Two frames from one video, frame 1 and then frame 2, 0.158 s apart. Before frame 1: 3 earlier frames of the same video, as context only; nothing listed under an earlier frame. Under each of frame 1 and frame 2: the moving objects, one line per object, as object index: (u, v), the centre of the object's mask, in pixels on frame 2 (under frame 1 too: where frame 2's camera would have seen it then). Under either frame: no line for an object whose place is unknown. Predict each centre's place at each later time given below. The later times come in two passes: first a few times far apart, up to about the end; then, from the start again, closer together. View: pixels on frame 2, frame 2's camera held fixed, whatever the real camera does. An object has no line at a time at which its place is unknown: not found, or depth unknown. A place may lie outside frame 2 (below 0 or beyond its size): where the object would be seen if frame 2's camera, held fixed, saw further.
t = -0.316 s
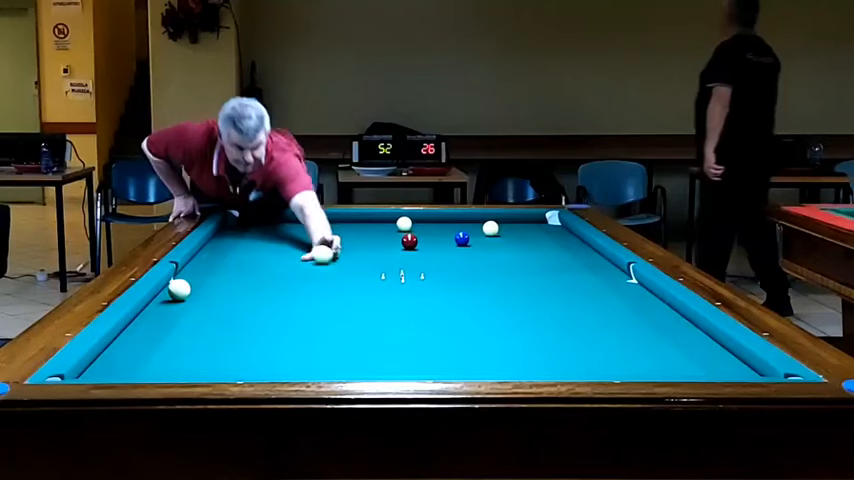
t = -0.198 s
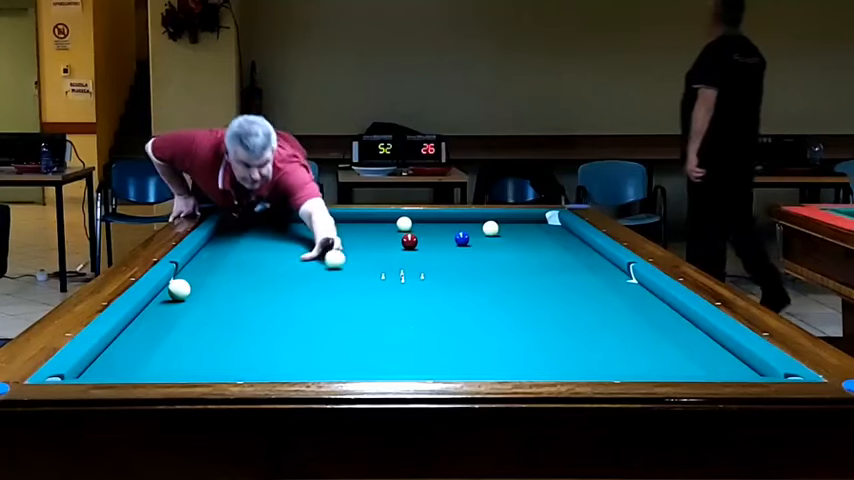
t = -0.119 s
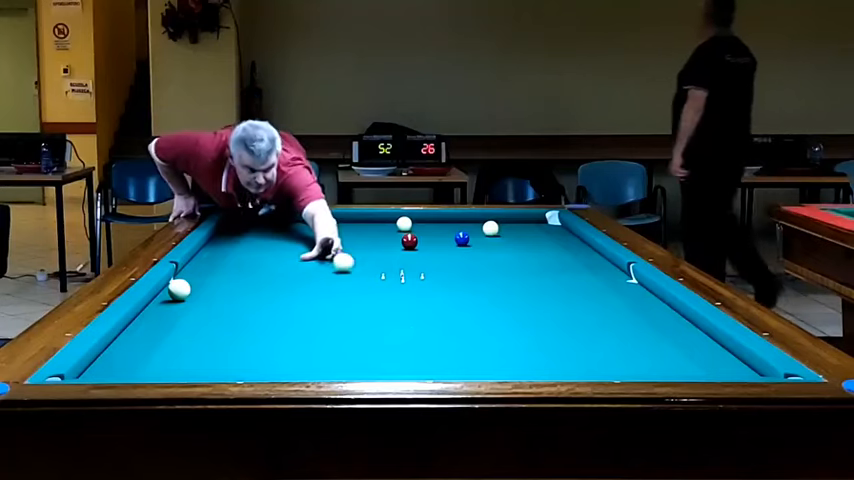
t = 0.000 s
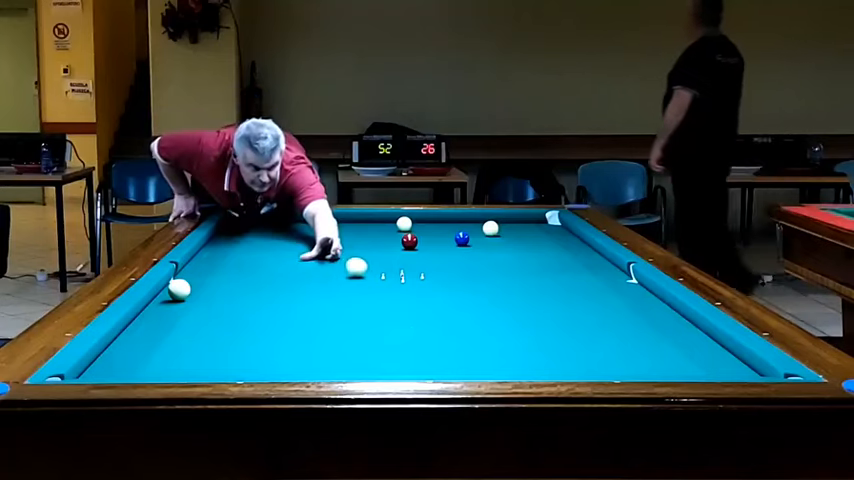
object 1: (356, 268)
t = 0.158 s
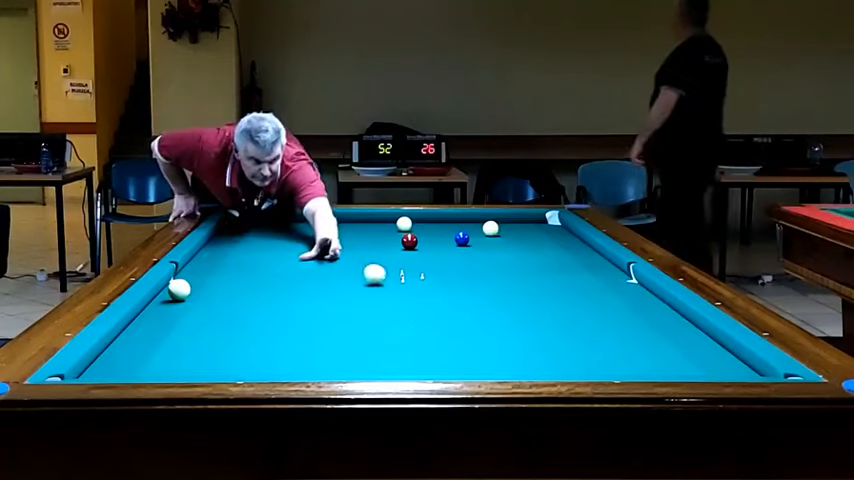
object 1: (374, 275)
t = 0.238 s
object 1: (383, 278)
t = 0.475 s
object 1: (414, 290)
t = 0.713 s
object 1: (448, 303)
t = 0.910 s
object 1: (480, 314)
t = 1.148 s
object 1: (521, 330)
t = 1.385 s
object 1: (568, 348)
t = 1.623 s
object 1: (620, 364)
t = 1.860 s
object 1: (668, 371)
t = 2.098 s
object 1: (679, 365)
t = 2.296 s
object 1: (688, 358)
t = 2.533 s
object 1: (697, 347)
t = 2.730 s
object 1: (704, 339)
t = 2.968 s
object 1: (691, 331)
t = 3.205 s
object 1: (672, 324)
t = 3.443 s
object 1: (655, 318)
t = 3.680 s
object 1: (639, 312)
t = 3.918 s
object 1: (624, 306)
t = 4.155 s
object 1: (611, 301)
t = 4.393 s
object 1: (598, 296)
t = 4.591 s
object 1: (589, 292)
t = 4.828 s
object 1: (578, 288)
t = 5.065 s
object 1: (568, 284)
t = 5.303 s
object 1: (559, 281)
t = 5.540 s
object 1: (550, 277)
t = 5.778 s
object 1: (544, 275)
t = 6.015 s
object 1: (536, 272)
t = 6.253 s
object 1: (529, 269)
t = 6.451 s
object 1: (524, 267)
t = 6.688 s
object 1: (518, 265)
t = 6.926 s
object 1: (512, 263)
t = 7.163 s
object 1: (506, 260)
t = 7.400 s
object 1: (501, 258)
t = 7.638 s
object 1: (497, 257)
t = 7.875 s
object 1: (493, 255)
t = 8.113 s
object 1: (489, 254)
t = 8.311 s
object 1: (486, 253)
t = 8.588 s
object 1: (483, 251)
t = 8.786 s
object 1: (481, 250)
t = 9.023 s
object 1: (479, 249)
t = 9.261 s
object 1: (476, 248)
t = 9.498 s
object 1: (475, 248)
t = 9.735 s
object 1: (473, 247)
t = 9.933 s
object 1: (472, 246)
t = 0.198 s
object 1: (379, 276)
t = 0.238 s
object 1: (383, 278)
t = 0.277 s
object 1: (388, 280)
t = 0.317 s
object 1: (394, 282)
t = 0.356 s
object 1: (399, 284)
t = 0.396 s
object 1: (404, 285)
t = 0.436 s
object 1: (409, 288)
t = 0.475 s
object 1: (414, 290)
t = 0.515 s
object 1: (420, 292)
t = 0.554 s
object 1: (425, 294)
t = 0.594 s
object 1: (431, 296)
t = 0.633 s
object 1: (437, 298)
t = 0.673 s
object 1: (442, 301)
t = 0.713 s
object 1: (448, 303)
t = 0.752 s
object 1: (454, 305)
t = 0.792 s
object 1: (461, 307)
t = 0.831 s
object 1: (467, 309)
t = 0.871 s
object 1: (473, 312)
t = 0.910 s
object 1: (480, 314)
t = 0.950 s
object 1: (486, 317)
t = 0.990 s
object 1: (493, 319)
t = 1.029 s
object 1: (500, 322)
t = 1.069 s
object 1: (507, 324)
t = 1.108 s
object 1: (514, 327)
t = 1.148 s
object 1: (521, 330)
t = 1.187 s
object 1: (529, 333)
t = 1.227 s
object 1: (536, 336)
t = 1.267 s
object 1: (544, 339)
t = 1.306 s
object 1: (552, 342)
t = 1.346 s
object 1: (560, 345)
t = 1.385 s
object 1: (568, 348)
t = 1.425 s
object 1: (576, 351)
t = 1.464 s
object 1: (585, 354)
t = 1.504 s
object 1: (593, 357)
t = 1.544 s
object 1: (602, 360)
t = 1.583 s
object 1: (611, 362)
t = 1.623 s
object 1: (620, 364)
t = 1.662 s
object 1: (629, 366)
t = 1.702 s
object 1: (639, 368)
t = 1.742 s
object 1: (649, 370)
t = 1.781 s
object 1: (659, 372)
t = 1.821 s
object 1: (667, 373)
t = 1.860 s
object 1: (668, 371)
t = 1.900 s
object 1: (669, 370)
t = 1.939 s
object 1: (671, 369)
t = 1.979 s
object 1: (673, 368)
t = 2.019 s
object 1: (675, 367)
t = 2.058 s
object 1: (677, 366)
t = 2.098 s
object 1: (679, 365)
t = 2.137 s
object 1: (681, 364)
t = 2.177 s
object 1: (683, 362)
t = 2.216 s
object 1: (685, 361)
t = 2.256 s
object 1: (686, 360)
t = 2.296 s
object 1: (688, 358)
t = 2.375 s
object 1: (691, 354)
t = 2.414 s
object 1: (693, 353)
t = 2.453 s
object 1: (694, 351)
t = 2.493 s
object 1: (696, 349)
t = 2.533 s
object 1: (697, 347)
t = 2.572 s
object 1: (699, 346)
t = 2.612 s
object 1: (700, 344)
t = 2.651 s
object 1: (702, 342)
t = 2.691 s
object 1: (703, 341)
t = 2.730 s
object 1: (704, 339)
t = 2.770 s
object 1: (706, 338)
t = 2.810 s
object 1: (704, 336)
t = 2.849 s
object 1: (701, 335)
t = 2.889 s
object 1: (697, 334)
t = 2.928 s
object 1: (694, 332)
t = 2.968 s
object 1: (691, 331)
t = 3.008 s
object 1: (688, 330)
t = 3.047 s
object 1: (684, 329)
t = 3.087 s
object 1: (681, 327)
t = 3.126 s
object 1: (678, 326)
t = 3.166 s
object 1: (675, 325)
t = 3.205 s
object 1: (672, 324)
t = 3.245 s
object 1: (669, 323)
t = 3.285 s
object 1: (667, 322)
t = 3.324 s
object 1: (664, 321)
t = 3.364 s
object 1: (661, 320)
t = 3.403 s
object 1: (658, 318)
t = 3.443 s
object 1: (655, 318)
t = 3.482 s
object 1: (652, 316)
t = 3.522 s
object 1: (650, 315)
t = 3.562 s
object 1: (647, 314)
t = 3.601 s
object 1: (644, 313)
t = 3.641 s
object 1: (642, 312)
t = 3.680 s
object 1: (639, 312)
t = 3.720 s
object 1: (637, 311)
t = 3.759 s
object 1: (634, 309)
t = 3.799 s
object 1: (631, 308)
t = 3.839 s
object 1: (629, 307)
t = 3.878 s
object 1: (627, 307)
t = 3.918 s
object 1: (624, 306)
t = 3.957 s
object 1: (622, 305)
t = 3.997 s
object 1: (620, 304)
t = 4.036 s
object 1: (617, 303)
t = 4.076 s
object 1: (615, 302)
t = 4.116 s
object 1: (613, 301)
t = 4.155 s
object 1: (611, 301)
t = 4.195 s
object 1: (608, 300)
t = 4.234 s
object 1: (606, 299)
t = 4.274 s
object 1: (604, 298)
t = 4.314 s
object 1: (602, 297)
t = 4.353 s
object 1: (600, 297)
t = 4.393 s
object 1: (598, 296)
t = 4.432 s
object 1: (596, 295)
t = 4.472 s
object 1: (594, 294)
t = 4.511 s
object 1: (593, 294)
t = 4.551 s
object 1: (591, 293)
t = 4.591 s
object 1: (589, 292)
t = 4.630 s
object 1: (587, 291)
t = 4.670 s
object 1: (585, 291)
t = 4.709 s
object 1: (583, 290)
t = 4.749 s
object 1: (582, 289)
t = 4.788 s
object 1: (580, 289)
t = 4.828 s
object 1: (578, 288)
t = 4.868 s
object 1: (576, 287)
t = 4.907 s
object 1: (575, 287)
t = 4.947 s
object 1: (573, 286)
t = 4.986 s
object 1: (571, 285)
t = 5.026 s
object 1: (570, 285)
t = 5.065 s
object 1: (568, 284)
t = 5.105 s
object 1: (567, 284)
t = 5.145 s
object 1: (565, 283)
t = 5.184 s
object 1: (564, 282)
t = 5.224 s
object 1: (562, 282)
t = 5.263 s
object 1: (561, 281)
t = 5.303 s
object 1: (559, 281)
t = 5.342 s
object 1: (558, 280)
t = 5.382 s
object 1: (556, 279)
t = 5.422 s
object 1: (555, 279)
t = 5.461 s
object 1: (553, 278)
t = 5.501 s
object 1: (552, 278)
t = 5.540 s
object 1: (550, 277)
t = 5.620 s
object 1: (549, 277)
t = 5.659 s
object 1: (548, 276)
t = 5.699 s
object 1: (547, 276)
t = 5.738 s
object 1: (545, 275)
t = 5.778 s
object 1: (544, 275)
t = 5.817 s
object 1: (543, 274)
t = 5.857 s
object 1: (541, 274)
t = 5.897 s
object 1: (540, 273)
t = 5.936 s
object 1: (539, 273)
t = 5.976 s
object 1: (538, 272)
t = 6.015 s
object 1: (536, 272)
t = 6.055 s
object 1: (535, 272)
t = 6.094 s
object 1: (534, 271)
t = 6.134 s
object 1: (533, 271)
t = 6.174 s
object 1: (532, 270)
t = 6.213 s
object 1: (530, 270)
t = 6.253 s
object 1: (529, 269)
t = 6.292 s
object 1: (528, 269)
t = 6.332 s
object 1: (527, 268)
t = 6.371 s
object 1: (526, 268)
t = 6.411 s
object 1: (525, 268)
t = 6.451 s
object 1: (524, 267)
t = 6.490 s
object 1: (522, 267)
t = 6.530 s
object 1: (522, 266)
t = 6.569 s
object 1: (521, 266)
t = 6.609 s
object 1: (520, 265)
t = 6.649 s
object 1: (519, 265)
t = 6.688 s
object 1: (518, 265)
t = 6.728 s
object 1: (517, 264)
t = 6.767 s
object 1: (516, 264)
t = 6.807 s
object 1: (515, 264)
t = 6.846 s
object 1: (514, 263)
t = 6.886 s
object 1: (513, 263)
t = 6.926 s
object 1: (512, 263)
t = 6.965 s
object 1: (511, 262)
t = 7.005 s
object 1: (510, 262)
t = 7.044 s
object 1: (509, 261)
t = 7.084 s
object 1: (508, 261)
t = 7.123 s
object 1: (507, 261)
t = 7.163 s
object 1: (506, 260)
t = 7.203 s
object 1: (505, 260)
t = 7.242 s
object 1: (504, 260)
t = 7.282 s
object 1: (503, 259)
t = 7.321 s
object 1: (503, 259)
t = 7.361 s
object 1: (502, 259)
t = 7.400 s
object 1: (501, 258)
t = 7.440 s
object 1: (500, 258)
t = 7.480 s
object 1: (500, 258)
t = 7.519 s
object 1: (499, 257)
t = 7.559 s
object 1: (498, 257)
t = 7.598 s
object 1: (497, 257)
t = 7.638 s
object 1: (497, 257)
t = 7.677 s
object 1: (496, 256)
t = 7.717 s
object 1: (495, 256)
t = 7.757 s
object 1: (495, 256)
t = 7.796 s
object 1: (494, 256)
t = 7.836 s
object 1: (493, 255)
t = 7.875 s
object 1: (493, 255)
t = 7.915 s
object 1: (492, 255)
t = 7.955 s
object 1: (491, 255)
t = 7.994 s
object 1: (491, 254)
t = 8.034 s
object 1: (490, 254)
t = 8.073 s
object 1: (490, 254)
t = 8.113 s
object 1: (489, 254)
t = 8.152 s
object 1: (489, 253)
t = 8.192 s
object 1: (488, 253)
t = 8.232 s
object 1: (488, 253)
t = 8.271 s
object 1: (487, 253)
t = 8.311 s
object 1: (486, 253)
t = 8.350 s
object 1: (486, 252)
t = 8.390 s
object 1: (485, 252)
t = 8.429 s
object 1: (485, 252)
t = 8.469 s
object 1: (484, 252)
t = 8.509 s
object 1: (484, 252)
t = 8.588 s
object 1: (483, 251)
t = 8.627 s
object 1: (482, 251)
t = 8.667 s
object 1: (482, 251)
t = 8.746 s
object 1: (481, 251)
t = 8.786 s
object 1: (481, 250)
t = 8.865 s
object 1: (480, 250)
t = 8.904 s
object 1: (480, 250)
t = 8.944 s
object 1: (479, 250)
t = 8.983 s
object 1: (479, 250)
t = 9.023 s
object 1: (479, 249)
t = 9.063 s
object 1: (478, 249)
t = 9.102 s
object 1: (478, 249)
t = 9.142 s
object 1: (478, 249)
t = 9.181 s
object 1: (477, 249)
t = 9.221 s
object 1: (477, 248)
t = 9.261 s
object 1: (476, 248)
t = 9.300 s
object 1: (476, 248)
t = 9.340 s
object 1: (476, 248)
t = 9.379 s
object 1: (476, 248)
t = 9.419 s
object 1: (476, 248)
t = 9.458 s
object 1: (475, 248)
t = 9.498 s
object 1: (475, 248)
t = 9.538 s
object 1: (475, 247)
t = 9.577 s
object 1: (475, 247)
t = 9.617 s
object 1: (474, 247)
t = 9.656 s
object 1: (474, 247)
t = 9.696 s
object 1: (474, 247)
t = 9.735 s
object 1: (473, 247)
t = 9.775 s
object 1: (473, 247)
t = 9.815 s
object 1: (473, 246)
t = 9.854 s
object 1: (473, 246)
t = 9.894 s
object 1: (472, 246)
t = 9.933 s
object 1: (472, 246)
